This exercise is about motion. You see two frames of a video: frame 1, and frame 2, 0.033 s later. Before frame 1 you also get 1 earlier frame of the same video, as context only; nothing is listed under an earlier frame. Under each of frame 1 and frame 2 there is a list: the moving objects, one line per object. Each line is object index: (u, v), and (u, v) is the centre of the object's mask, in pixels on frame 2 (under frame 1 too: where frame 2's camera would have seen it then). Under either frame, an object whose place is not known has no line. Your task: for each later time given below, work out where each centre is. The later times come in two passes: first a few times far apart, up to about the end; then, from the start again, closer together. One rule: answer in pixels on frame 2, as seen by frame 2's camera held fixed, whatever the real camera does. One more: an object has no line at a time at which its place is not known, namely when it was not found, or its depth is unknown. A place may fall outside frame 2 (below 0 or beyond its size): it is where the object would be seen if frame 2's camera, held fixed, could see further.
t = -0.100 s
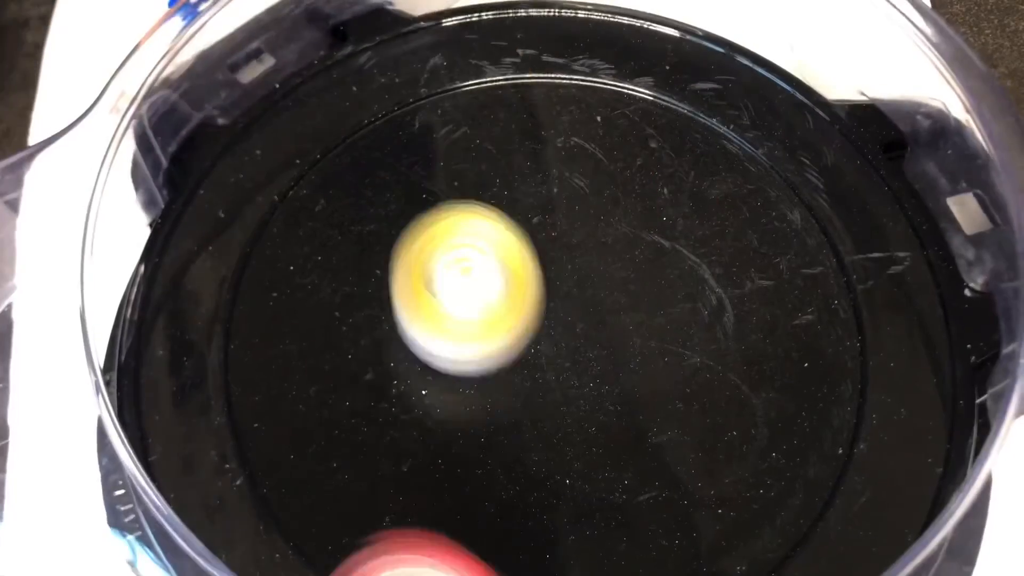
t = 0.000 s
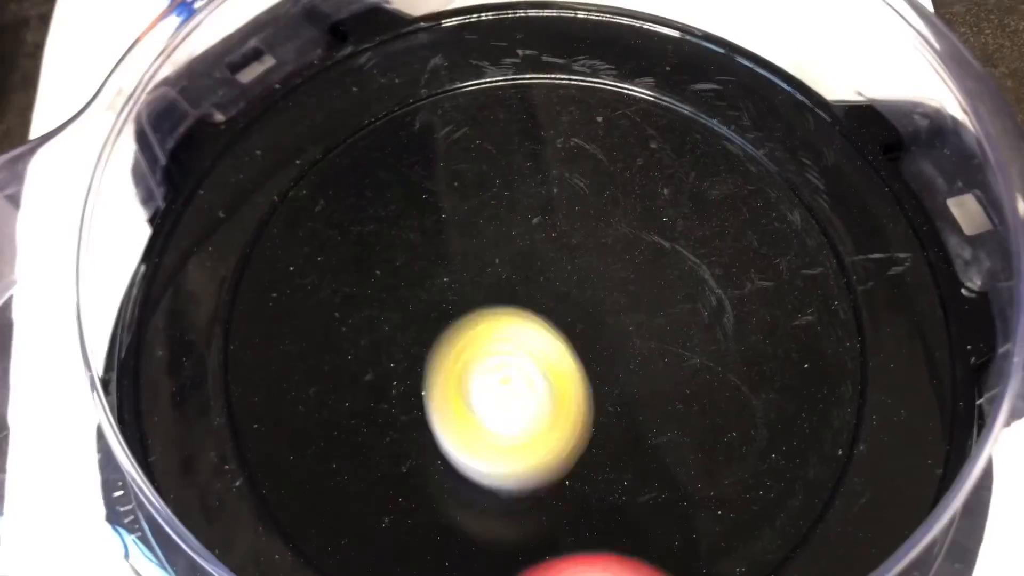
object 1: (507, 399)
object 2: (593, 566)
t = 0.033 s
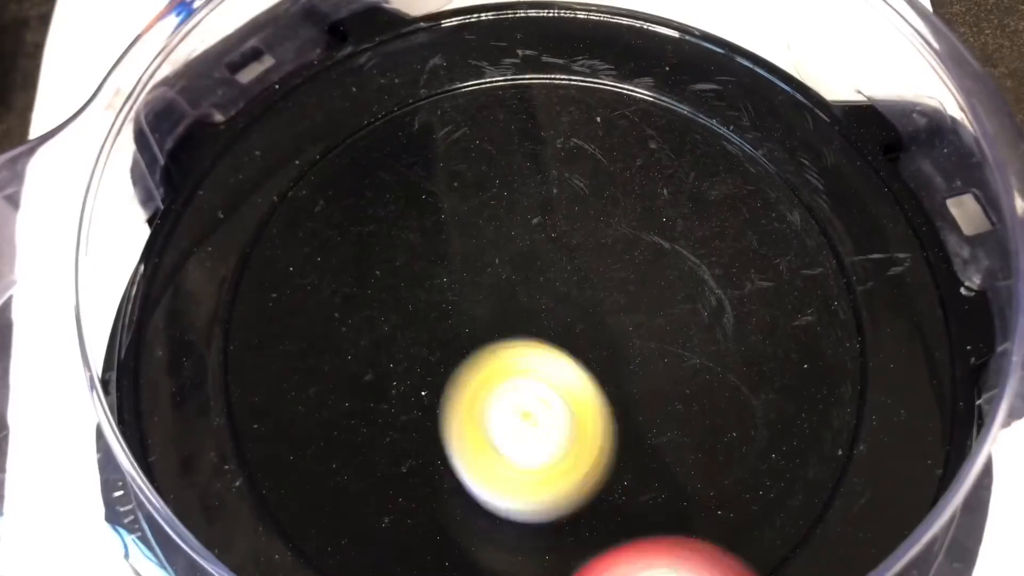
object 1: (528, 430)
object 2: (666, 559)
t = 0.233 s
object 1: (675, 487)
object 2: (907, 421)
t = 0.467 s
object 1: (707, 308)
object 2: (651, 153)
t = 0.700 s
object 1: (544, 163)
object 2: (255, 157)
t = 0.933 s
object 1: (363, 279)
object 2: (256, 505)
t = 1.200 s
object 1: (509, 499)
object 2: (770, 410)
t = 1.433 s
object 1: (777, 417)
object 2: (738, 134)
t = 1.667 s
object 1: (706, 188)
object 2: (367, 132)
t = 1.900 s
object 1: (393, 175)
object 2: (300, 495)
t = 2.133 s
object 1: (288, 467)
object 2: (890, 521)
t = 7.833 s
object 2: (578, 475)
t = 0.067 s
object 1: (549, 457)
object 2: (719, 549)
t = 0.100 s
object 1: (573, 473)
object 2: (774, 538)
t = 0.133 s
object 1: (599, 491)
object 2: (815, 519)
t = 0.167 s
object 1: (626, 489)
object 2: (849, 496)
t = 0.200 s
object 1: (652, 489)
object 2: (882, 463)
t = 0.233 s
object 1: (675, 487)
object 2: (907, 421)
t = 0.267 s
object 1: (693, 473)
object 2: (916, 377)
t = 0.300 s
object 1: (708, 454)
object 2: (891, 335)
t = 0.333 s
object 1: (717, 430)
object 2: (853, 288)
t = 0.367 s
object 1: (722, 404)
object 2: (806, 250)
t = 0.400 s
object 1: (722, 372)
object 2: (758, 211)
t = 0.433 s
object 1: (717, 342)
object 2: (703, 180)
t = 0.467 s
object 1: (707, 308)
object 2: (651, 153)
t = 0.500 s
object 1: (693, 279)
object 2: (594, 134)
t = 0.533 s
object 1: (673, 249)
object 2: (538, 115)
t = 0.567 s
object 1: (652, 225)
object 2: (478, 106)
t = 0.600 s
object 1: (628, 201)
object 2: (421, 103)
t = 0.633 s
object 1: (603, 183)
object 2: (363, 108)
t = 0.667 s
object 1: (575, 171)
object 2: (309, 128)
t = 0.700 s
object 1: (544, 163)
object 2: (255, 157)
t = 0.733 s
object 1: (512, 162)
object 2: (215, 192)
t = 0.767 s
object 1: (479, 169)
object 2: (192, 242)
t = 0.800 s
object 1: (448, 181)
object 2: (184, 310)
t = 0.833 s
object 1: (419, 200)
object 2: (181, 363)
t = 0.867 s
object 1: (394, 223)
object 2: (193, 418)
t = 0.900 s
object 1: (375, 250)
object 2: (217, 470)
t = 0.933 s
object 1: (363, 279)
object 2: (256, 505)
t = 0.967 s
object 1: (356, 312)
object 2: (312, 519)
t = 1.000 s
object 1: (356, 346)
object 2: (384, 521)
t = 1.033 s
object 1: (364, 377)
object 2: (465, 521)
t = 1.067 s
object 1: (381, 413)
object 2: (547, 512)
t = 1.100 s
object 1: (403, 441)
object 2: (611, 503)
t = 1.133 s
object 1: (433, 469)
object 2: (675, 481)
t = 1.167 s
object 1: (469, 488)
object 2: (729, 450)
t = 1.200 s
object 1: (509, 499)
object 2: (770, 410)
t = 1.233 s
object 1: (553, 504)
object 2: (805, 367)
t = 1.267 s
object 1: (600, 505)
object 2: (825, 325)
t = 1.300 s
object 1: (647, 501)
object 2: (832, 283)
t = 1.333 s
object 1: (688, 492)
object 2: (829, 242)
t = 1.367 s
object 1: (726, 474)
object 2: (812, 202)
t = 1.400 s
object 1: (754, 449)
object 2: (781, 167)
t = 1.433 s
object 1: (777, 417)
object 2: (738, 134)
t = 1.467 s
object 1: (792, 382)
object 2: (687, 111)
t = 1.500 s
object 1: (797, 344)
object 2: (632, 98)
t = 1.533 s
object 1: (793, 306)
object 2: (575, 90)
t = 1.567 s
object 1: (781, 274)
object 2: (521, 91)
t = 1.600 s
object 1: (762, 241)
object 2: (468, 99)
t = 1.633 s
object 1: (736, 214)
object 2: (413, 113)
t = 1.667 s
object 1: (706, 188)
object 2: (367, 132)
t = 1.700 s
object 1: (667, 169)
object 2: (323, 163)
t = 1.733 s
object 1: (625, 156)
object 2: (282, 195)
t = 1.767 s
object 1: (578, 147)
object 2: (253, 241)
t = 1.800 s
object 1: (530, 146)
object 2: (235, 299)
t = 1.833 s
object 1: (483, 150)
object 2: (236, 369)
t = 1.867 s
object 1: (435, 159)
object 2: (256, 442)
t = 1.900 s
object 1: (393, 175)
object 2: (300, 495)
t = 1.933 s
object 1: (352, 197)
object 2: (365, 529)
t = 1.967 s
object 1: (317, 224)
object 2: (457, 546)
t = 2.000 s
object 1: (289, 257)
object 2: (556, 557)
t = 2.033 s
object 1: (269, 302)
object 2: (648, 557)
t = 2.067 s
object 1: (261, 350)
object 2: (744, 556)
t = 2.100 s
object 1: (266, 409)
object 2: (830, 541)
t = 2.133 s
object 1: (288, 467)
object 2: (890, 521)
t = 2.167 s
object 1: (326, 500)
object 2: (938, 493)
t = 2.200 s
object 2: (952, 456)
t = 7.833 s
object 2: (578, 475)
